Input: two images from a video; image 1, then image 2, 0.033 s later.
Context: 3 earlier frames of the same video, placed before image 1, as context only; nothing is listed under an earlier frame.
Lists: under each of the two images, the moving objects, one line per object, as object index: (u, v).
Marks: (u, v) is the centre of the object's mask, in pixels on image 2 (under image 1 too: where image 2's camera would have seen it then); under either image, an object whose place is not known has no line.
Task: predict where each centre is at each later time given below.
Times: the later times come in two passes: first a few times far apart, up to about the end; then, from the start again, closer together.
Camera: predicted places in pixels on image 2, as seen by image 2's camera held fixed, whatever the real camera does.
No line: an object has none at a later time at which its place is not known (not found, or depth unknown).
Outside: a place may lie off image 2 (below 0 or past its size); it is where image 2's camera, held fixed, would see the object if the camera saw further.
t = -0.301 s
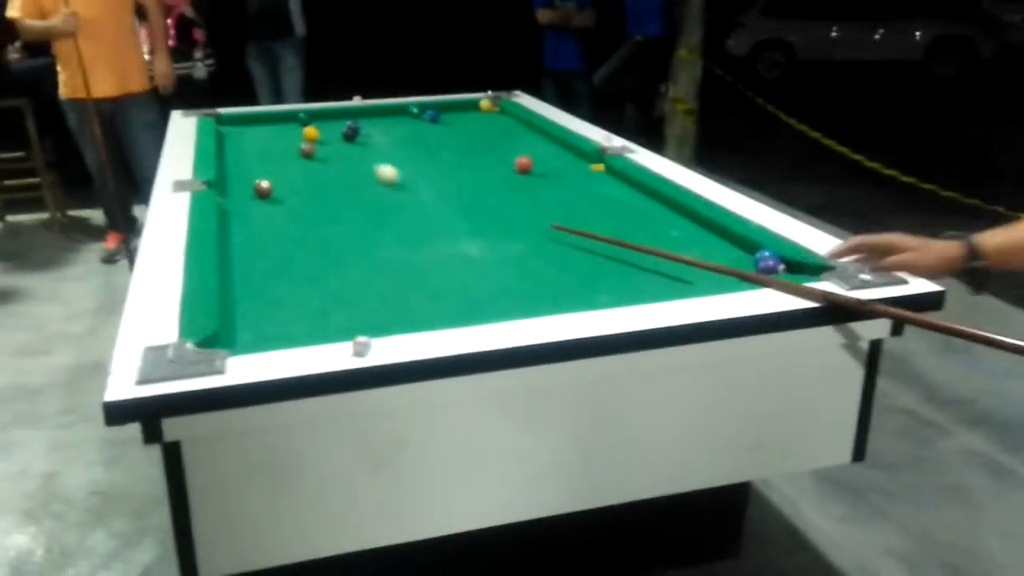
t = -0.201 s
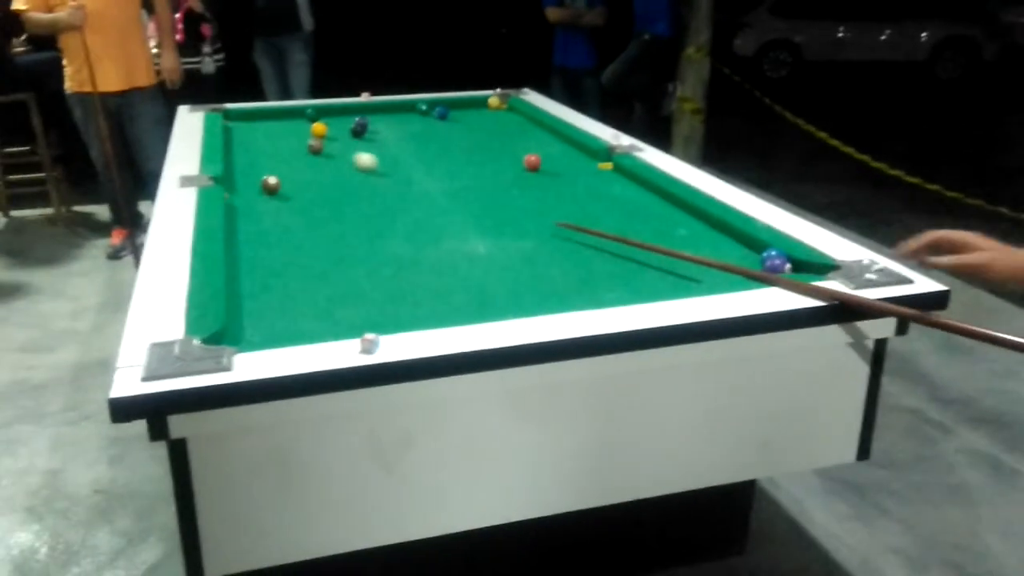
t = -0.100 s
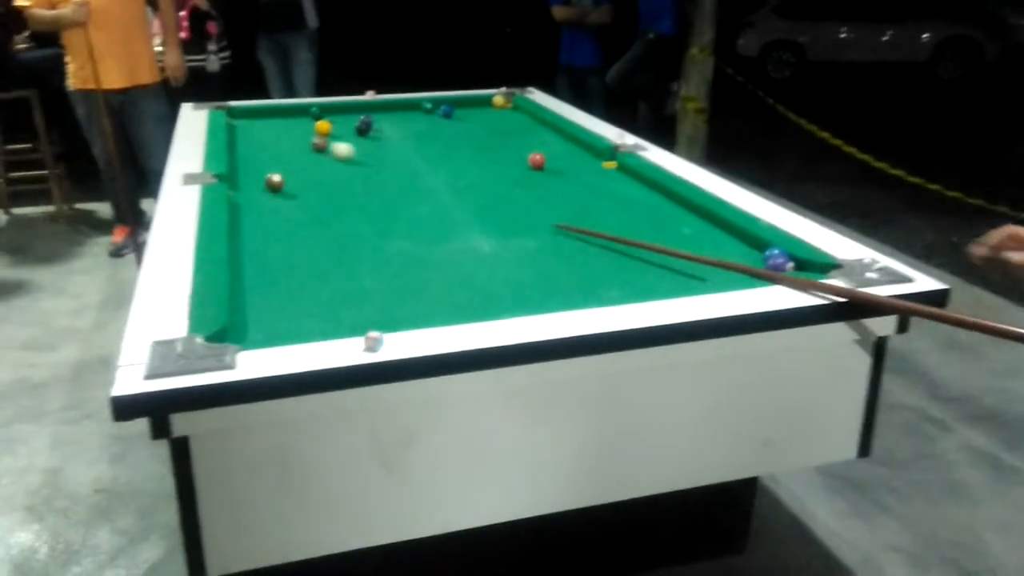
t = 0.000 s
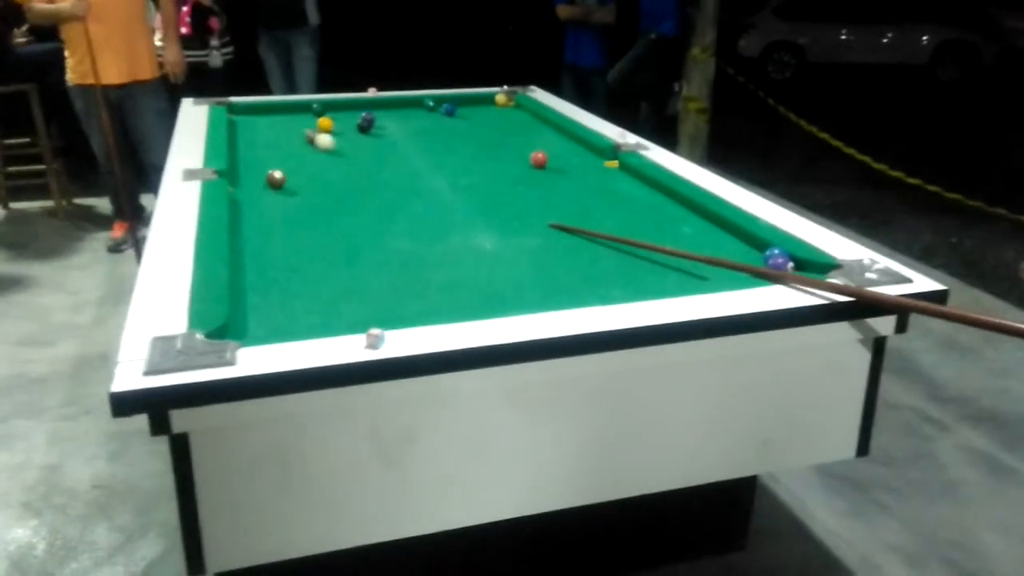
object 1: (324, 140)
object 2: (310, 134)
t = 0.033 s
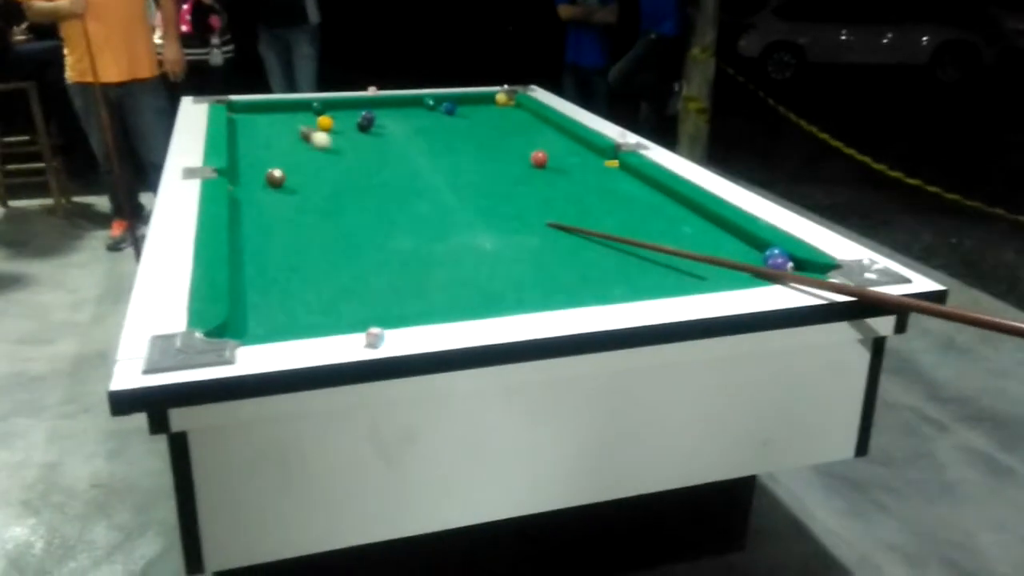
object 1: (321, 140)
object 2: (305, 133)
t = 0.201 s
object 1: (301, 136)
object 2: (284, 123)
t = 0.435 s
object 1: (279, 131)
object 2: (261, 113)
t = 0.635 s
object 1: (260, 127)
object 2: (240, 109)
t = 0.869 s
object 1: (238, 122)
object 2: (246, 115)
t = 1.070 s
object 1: (240, 119)
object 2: (263, 121)
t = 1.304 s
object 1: (244, 118)
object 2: (291, 125)
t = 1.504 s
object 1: (246, 117)
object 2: (314, 129)
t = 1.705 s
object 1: (248, 116)
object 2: (339, 132)
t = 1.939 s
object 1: (250, 115)
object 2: (366, 137)
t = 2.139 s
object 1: (252, 115)
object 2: (390, 140)
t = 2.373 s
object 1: (253, 114)
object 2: (417, 144)
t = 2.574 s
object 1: (254, 115)
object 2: (440, 147)
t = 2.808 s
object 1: (254, 115)
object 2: (466, 152)
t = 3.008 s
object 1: (254, 115)
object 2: (488, 155)
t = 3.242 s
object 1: (253, 115)
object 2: (512, 159)
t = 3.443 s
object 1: (253, 114)
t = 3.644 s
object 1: (254, 114)
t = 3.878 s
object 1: (254, 114)
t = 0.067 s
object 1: (316, 139)
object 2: (300, 130)
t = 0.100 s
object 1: (312, 138)
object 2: (296, 129)
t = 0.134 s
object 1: (308, 138)
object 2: (292, 127)
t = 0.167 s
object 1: (304, 137)
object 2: (288, 125)
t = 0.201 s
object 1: (301, 136)
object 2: (284, 123)
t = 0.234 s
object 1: (297, 136)
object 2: (279, 122)
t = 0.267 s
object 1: (293, 135)
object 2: (276, 120)
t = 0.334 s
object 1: (286, 133)
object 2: (268, 116)
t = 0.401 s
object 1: (282, 132)
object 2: (264, 115)
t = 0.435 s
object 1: (279, 131)
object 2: (261, 113)
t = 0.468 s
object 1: (276, 131)
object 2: (258, 111)
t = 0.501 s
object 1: (272, 130)
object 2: (253, 110)
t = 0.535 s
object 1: (269, 129)
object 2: (250, 108)
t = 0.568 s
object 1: (266, 129)
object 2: (246, 108)
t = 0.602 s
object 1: (262, 128)
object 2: (244, 109)
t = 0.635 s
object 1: (260, 127)
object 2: (240, 109)
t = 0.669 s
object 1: (256, 126)
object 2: (236, 111)
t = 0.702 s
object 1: (253, 126)
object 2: (234, 112)
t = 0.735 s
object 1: (250, 125)
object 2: (235, 112)
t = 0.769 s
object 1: (247, 125)
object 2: (236, 113)
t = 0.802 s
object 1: (244, 124)
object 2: (237, 113)
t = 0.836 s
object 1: (241, 123)
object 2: (242, 112)
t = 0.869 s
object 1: (238, 122)
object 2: (246, 115)
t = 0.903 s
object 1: (236, 122)
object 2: (248, 117)
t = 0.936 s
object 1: (236, 121)
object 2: (250, 117)
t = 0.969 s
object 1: (238, 121)
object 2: (253, 118)
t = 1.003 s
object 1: (239, 120)
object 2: (255, 119)
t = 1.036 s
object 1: (240, 120)
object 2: (259, 120)
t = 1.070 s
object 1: (240, 119)
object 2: (263, 121)
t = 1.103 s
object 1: (241, 119)
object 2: (266, 121)
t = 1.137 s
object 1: (241, 119)
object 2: (270, 122)
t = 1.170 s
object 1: (241, 119)
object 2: (275, 123)
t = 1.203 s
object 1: (242, 119)
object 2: (279, 124)
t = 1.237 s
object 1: (243, 118)
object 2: (283, 124)
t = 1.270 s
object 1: (243, 118)
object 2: (287, 124)
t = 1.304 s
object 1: (244, 118)
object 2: (291, 125)
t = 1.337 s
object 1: (244, 118)
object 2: (295, 126)
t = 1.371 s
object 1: (244, 117)
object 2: (299, 127)
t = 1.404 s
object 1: (244, 117)
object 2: (303, 127)
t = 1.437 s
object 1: (245, 117)
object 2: (306, 128)
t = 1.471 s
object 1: (246, 117)
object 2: (310, 128)
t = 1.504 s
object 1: (246, 117)
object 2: (314, 129)
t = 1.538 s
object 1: (246, 117)
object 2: (319, 130)
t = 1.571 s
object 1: (246, 117)
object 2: (324, 131)
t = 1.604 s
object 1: (247, 116)
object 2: (328, 131)
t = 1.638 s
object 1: (247, 116)
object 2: (331, 132)
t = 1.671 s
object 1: (247, 116)
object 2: (335, 132)
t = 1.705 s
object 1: (248, 116)
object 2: (339, 132)
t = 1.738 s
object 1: (248, 116)
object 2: (343, 133)
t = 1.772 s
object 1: (248, 116)
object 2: (347, 134)
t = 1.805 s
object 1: (249, 115)
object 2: (351, 135)
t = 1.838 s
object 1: (249, 115)
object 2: (355, 135)
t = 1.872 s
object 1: (250, 115)
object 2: (359, 136)
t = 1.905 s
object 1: (250, 115)
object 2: (363, 136)
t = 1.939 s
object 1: (250, 115)
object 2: (366, 137)
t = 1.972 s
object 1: (251, 115)
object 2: (371, 137)
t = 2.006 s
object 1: (251, 115)
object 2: (375, 137)
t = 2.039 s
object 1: (251, 115)
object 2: (379, 138)
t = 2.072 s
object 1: (251, 115)
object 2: (382, 139)
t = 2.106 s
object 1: (252, 115)
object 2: (387, 140)
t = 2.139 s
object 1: (252, 115)
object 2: (390, 140)
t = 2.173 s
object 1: (252, 115)
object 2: (394, 141)
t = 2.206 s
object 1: (252, 114)
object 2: (398, 141)
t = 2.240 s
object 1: (253, 115)
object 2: (402, 142)
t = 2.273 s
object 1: (253, 114)
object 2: (405, 143)
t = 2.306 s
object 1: (253, 114)
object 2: (410, 143)
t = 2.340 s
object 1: (253, 114)
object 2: (413, 144)
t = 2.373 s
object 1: (253, 114)
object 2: (417, 144)
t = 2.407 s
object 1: (254, 115)
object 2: (421, 145)
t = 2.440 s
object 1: (253, 114)
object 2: (425, 145)
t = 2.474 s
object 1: (253, 114)
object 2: (428, 146)
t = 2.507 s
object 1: (253, 114)
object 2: (432, 146)
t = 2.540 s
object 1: (254, 114)
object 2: (436, 147)
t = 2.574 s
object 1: (254, 115)
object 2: (440, 147)
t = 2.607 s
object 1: (253, 115)
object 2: (443, 148)
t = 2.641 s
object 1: (254, 114)
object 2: (447, 149)
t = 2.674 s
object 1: (253, 114)
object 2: (450, 149)
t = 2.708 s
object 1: (254, 114)
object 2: (454, 150)
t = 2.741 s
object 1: (254, 115)
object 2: (459, 150)
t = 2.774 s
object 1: (254, 115)
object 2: (462, 151)
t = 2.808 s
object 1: (254, 115)
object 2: (466, 152)
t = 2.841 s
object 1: (254, 115)
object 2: (469, 152)
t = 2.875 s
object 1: (254, 115)
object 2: (473, 153)
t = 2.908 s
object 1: (254, 115)
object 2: (477, 153)
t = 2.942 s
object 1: (254, 115)
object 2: (480, 154)
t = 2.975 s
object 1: (254, 115)
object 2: (484, 155)
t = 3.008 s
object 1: (254, 115)
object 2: (488, 155)
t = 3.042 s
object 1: (254, 115)
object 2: (491, 155)
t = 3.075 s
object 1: (254, 115)
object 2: (494, 156)
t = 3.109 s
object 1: (254, 115)
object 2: (498, 156)
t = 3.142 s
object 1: (254, 115)
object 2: (502, 157)
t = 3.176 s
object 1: (253, 115)
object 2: (505, 157)
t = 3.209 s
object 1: (253, 115)
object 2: (508, 158)
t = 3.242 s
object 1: (253, 115)
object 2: (512, 159)
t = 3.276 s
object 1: (253, 114)
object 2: (516, 159)
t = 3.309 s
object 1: (253, 114)
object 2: (519, 160)
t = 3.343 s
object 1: (254, 114)
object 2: (520, 161)
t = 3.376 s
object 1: (253, 114)
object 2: (521, 161)
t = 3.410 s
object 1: (253, 114)
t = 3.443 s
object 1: (253, 114)
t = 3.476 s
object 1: (253, 114)
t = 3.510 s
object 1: (253, 114)
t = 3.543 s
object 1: (253, 114)
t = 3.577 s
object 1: (253, 114)
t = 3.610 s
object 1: (253, 114)
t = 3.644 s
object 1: (254, 114)
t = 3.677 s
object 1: (253, 114)
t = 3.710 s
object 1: (253, 114)
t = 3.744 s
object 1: (253, 114)
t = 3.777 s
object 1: (253, 114)
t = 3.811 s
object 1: (253, 114)
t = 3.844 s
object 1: (254, 114)
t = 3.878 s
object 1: (254, 114)
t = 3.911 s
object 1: (253, 114)
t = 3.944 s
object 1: (253, 114)
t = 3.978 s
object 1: (253, 114)
